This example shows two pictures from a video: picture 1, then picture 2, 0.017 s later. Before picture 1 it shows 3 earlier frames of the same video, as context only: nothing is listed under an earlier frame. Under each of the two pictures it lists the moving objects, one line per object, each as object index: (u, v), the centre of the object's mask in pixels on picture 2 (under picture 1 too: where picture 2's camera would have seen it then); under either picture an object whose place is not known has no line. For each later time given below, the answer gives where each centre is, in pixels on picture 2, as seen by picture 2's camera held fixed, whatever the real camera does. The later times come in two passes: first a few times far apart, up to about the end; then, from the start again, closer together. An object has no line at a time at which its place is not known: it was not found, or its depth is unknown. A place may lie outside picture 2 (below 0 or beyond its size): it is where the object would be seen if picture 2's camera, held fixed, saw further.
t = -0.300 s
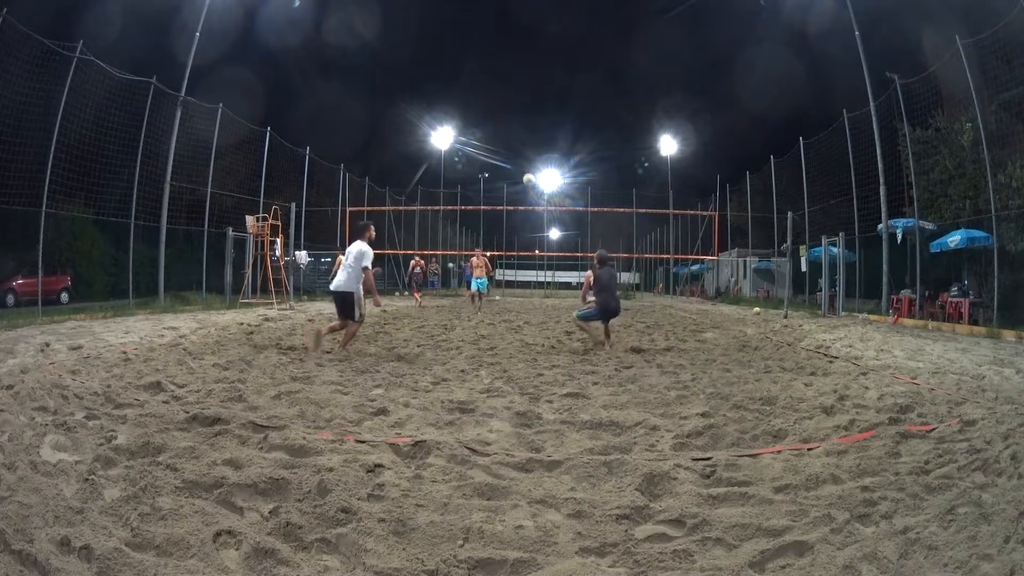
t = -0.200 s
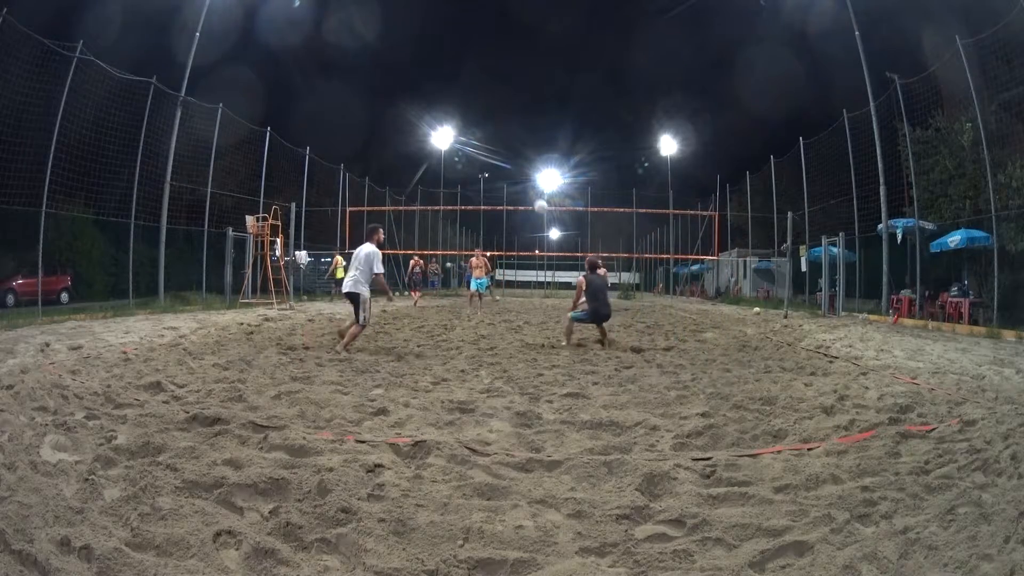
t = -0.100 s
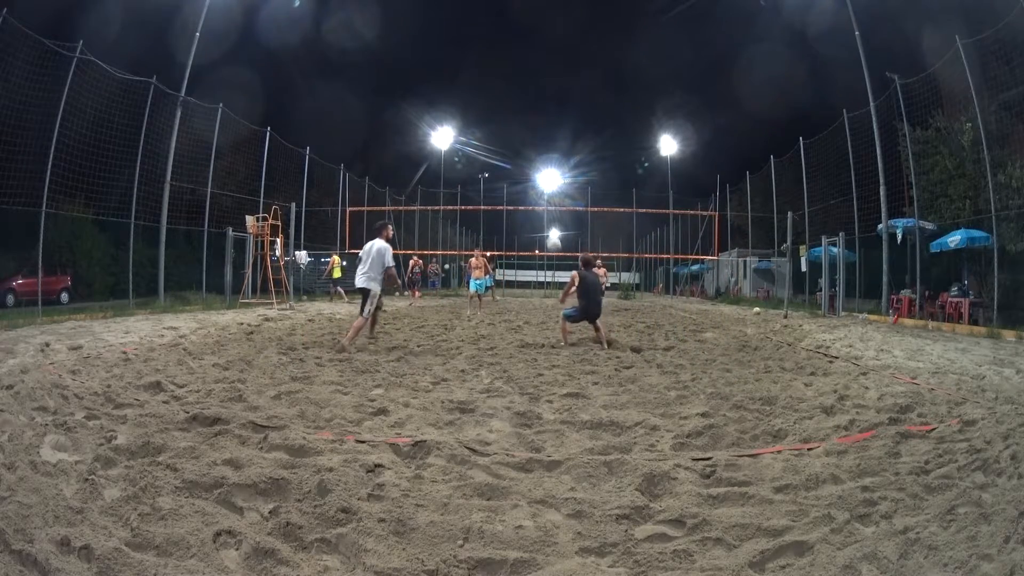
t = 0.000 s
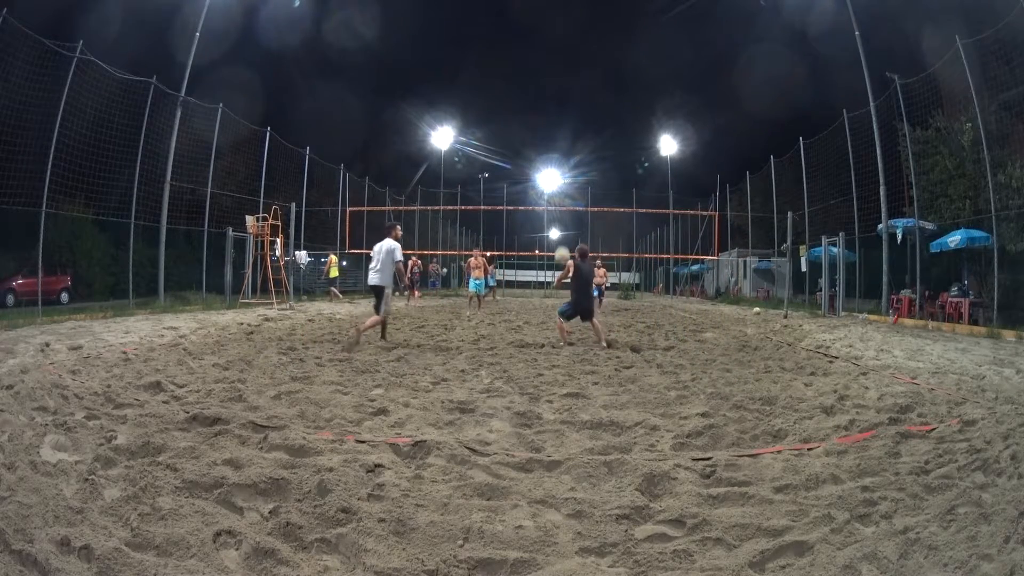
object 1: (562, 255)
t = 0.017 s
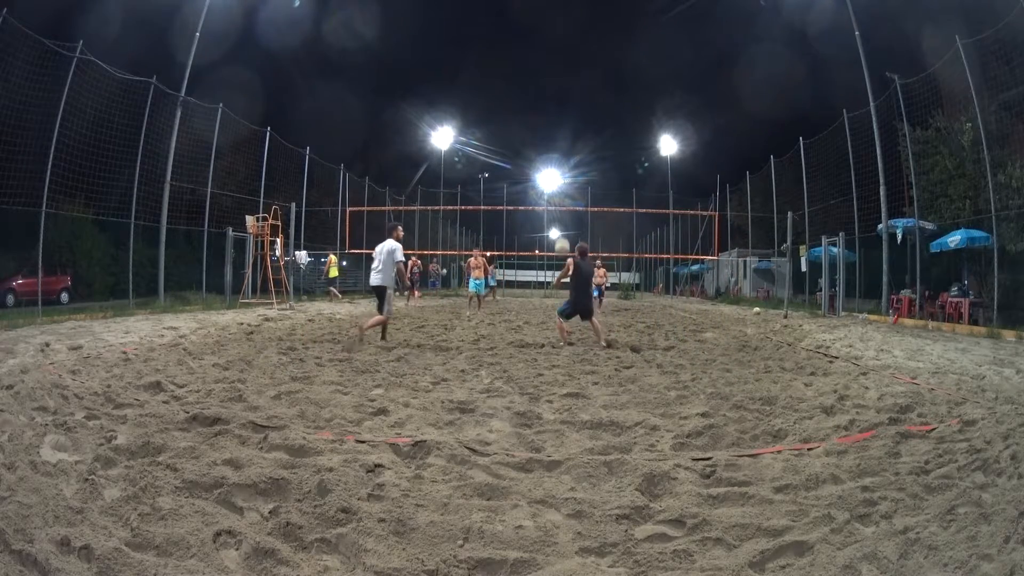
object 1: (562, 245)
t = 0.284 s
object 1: (561, 148)
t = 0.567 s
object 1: (561, 107)
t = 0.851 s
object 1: (562, 108)
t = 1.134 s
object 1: (563, 145)
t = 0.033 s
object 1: (563, 239)
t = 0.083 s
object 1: (562, 215)
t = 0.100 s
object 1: (562, 209)
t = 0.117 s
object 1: (561, 202)
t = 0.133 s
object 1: (561, 197)
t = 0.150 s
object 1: (565, 189)
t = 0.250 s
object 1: (561, 158)
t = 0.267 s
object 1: (561, 154)
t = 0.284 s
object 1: (561, 148)
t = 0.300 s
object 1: (561, 145)
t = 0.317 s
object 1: (561, 142)
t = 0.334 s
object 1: (561, 138)
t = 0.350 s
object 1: (561, 135)
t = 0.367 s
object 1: (561, 132)
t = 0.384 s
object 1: (561, 129)
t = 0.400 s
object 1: (561, 126)
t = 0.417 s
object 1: (561, 123)
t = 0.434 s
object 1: (561, 121)
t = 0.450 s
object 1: (561, 119)
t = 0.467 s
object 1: (561, 116)
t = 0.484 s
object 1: (561, 115)
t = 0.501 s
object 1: (561, 113)
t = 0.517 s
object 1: (561, 111)
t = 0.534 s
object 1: (561, 110)
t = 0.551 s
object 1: (561, 108)
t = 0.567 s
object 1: (561, 107)
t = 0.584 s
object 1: (561, 106)
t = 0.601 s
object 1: (561, 105)
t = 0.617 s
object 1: (561, 105)
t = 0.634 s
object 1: (561, 104)
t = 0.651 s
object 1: (561, 103)
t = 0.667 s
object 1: (561, 103)
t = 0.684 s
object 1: (562, 103)
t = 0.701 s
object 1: (562, 103)
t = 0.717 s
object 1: (562, 103)
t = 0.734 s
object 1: (562, 103)
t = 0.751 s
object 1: (562, 103)
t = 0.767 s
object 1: (562, 104)
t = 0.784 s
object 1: (562, 104)
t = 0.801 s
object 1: (562, 105)
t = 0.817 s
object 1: (562, 106)
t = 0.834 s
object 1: (562, 107)
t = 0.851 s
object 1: (562, 108)
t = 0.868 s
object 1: (562, 109)
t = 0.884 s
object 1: (562, 111)
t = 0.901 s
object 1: (562, 112)
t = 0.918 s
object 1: (562, 114)
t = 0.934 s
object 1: (562, 115)
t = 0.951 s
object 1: (562, 117)
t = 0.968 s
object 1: (562, 119)
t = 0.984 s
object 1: (562, 121)
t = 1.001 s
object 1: (562, 123)
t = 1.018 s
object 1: (562, 125)
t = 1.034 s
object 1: (562, 128)
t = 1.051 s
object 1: (562, 130)
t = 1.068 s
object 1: (562, 133)
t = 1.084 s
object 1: (562, 136)
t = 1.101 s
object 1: (563, 138)
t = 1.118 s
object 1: (563, 142)
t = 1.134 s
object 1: (563, 145)
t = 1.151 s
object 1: (563, 148)
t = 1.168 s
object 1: (563, 150)
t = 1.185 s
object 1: (563, 154)
